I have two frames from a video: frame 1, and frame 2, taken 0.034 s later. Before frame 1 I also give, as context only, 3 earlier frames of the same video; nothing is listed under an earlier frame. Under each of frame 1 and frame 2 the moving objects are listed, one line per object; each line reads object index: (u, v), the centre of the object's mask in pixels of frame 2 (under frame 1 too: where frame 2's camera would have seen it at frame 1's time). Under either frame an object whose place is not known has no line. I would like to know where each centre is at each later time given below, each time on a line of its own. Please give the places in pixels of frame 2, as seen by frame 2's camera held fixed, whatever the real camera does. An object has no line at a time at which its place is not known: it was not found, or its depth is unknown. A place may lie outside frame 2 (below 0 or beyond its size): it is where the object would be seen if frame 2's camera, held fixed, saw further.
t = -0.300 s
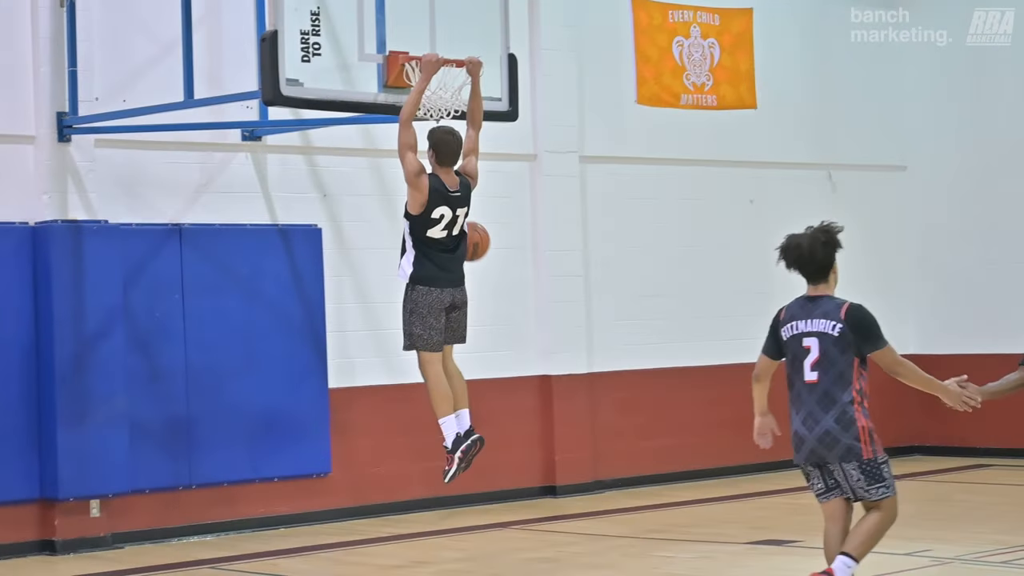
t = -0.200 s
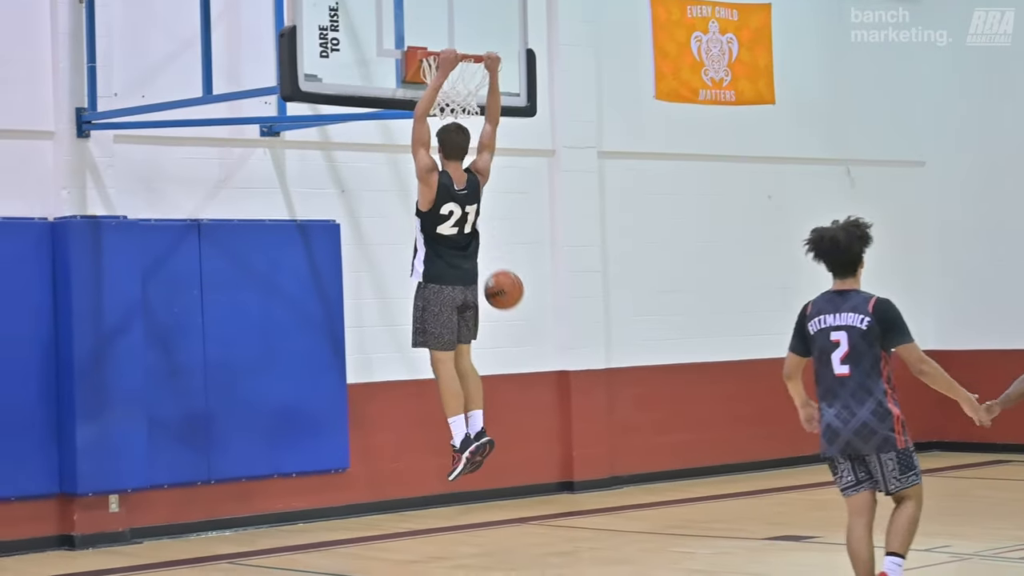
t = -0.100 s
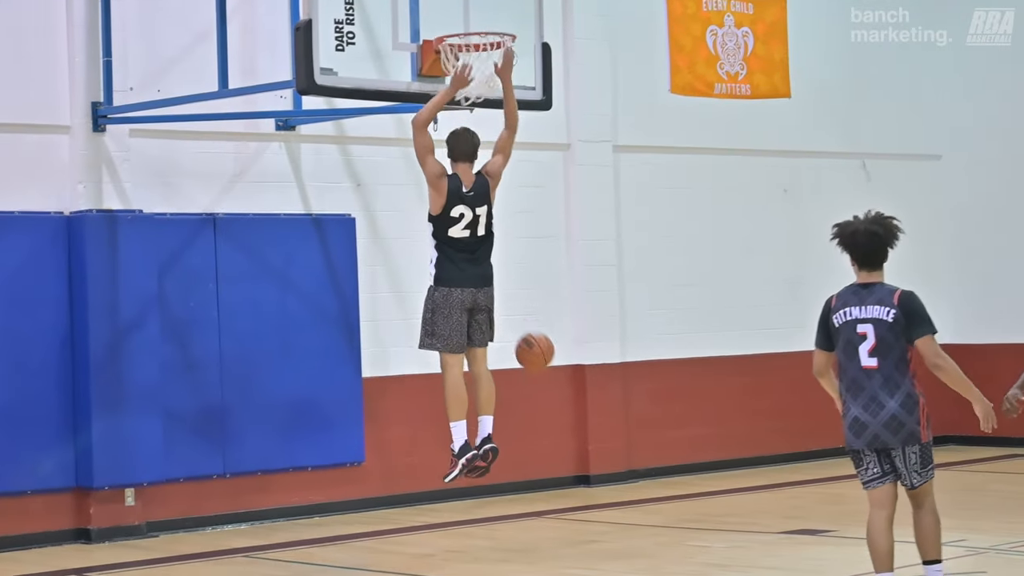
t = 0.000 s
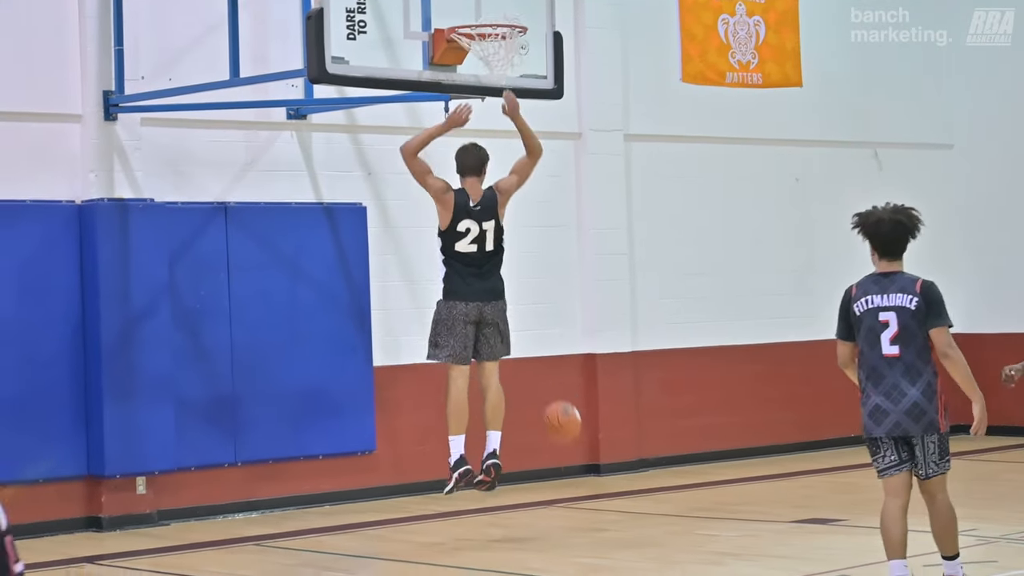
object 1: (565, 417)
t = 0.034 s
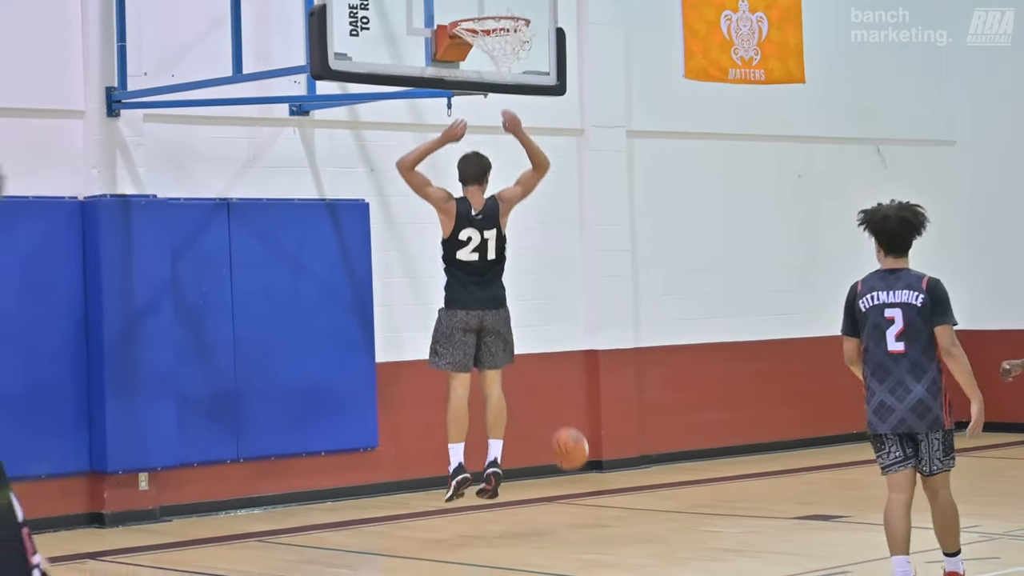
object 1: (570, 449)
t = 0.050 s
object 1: (571, 463)
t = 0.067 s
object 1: (573, 479)
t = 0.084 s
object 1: (575, 496)
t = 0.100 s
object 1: (578, 508)
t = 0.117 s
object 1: (580, 496)
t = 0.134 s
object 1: (582, 481)
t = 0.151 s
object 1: (584, 469)
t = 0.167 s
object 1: (586, 458)
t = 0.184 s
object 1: (588, 448)
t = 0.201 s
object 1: (590, 437)
